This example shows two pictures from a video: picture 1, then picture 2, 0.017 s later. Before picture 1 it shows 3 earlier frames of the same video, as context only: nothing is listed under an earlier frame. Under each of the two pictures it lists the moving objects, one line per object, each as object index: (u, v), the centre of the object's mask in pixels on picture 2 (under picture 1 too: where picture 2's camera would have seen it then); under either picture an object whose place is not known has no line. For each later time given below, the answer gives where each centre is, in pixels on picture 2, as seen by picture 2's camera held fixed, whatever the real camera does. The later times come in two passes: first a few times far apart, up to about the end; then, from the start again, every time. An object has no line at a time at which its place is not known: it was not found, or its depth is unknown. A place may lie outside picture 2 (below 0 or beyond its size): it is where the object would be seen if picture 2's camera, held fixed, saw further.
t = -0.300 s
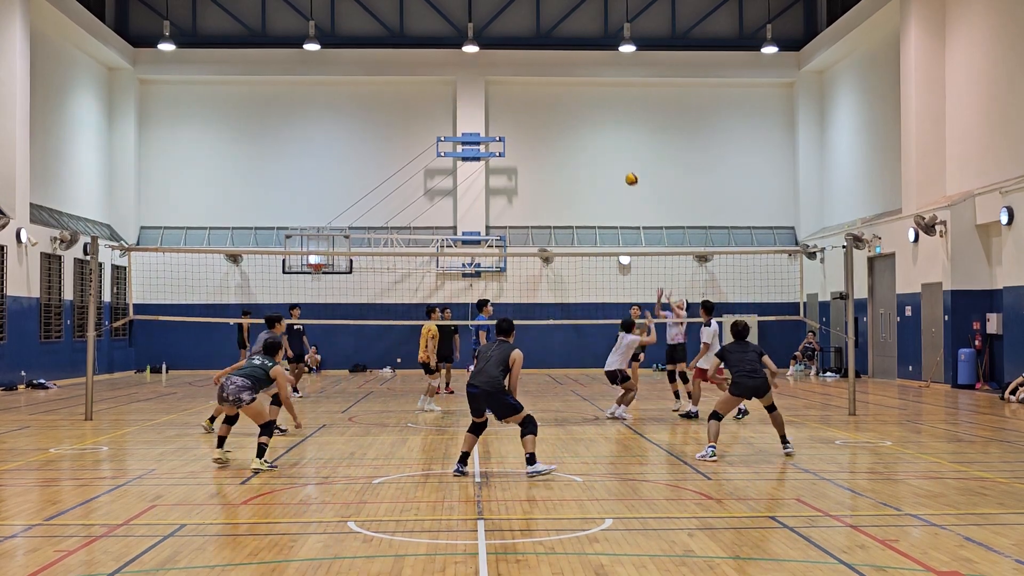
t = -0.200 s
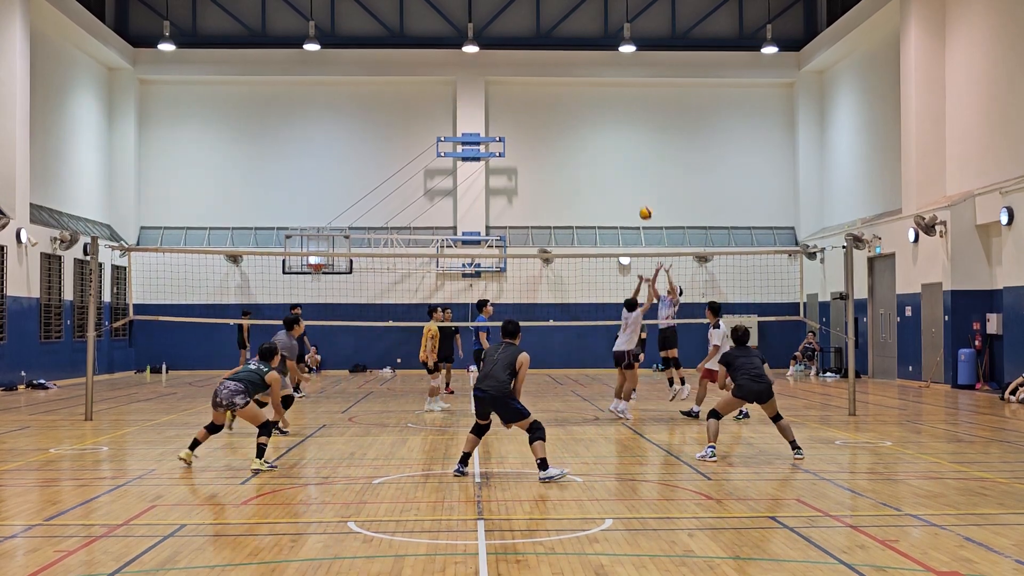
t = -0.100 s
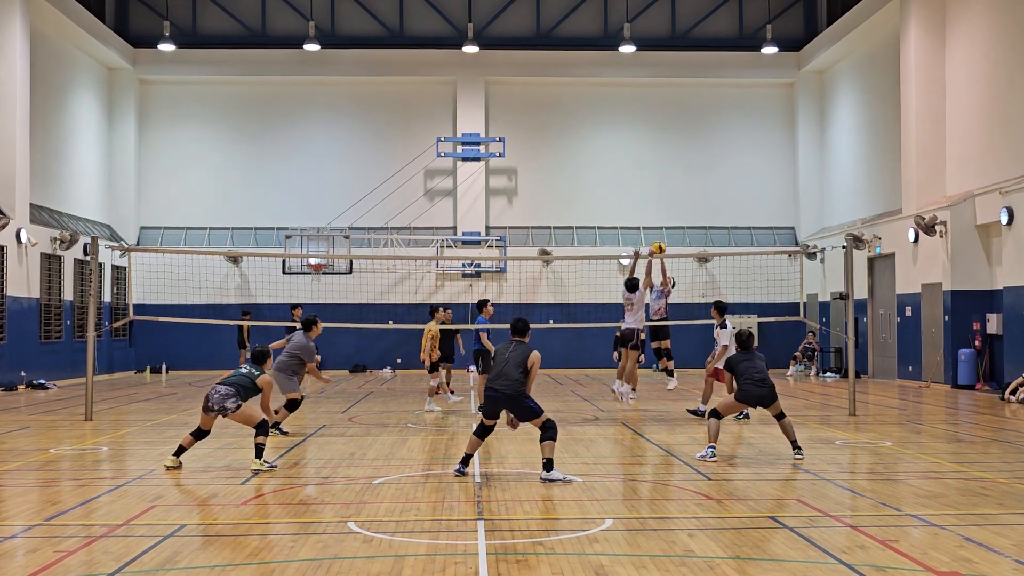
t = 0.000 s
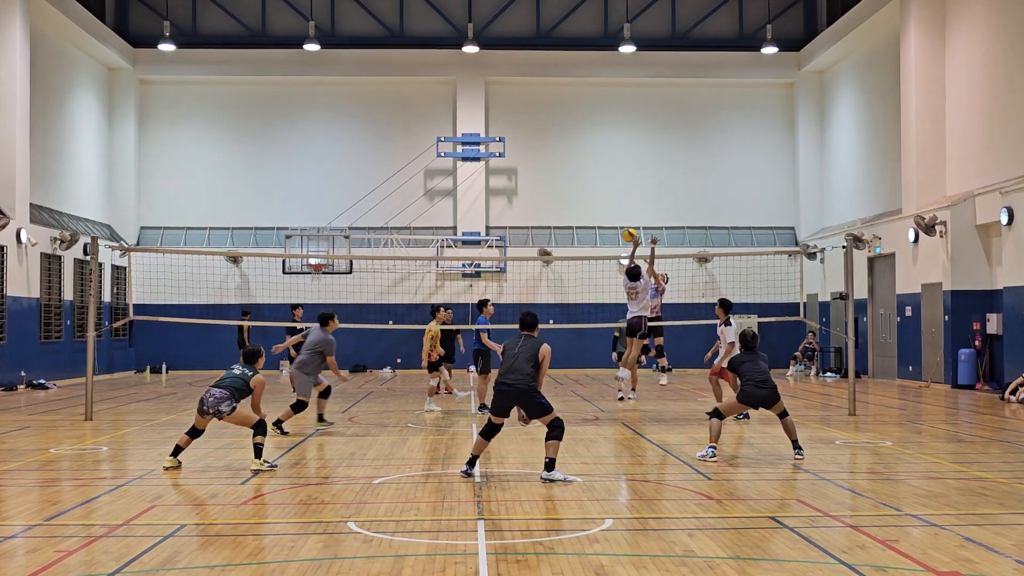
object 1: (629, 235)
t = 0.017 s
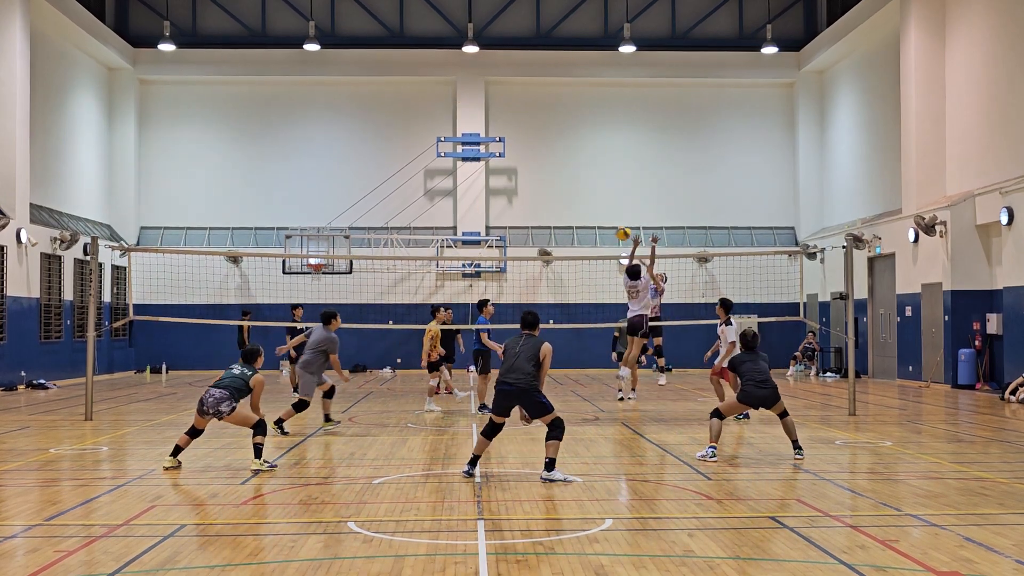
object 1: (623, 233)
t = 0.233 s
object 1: (545, 230)
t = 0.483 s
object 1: (439, 276)
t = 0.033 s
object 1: (617, 232)
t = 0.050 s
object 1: (612, 232)
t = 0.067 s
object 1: (605, 230)
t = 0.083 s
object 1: (600, 229)
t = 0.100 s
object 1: (594, 228)
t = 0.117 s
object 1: (588, 228)
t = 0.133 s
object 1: (582, 228)
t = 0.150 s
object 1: (576, 228)
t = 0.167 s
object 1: (570, 228)
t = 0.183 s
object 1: (563, 228)
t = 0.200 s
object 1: (558, 228)
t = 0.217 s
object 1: (551, 229)
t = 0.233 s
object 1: (545, 230)
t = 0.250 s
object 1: (538, 232)
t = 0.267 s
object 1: (531, 233)
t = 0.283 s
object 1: (525, 234)
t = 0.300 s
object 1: (518, 236)
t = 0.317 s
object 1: (511, 239)
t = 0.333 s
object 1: (504, 241)
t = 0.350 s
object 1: (497, 244)
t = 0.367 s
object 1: (490, 247)
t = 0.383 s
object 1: (482, 250)
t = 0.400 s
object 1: (475, 253)
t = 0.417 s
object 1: (469, 257)
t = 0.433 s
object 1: (461, 261)
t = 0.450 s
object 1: (453, 266)
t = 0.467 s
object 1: (446, 271)
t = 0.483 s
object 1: (439, 276)
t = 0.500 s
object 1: (431, 280)
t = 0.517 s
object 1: (423, 286)
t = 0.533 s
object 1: (415, 292)
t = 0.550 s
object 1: (407, 298)
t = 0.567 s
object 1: (398, 305)
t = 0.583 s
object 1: (390, 312)
